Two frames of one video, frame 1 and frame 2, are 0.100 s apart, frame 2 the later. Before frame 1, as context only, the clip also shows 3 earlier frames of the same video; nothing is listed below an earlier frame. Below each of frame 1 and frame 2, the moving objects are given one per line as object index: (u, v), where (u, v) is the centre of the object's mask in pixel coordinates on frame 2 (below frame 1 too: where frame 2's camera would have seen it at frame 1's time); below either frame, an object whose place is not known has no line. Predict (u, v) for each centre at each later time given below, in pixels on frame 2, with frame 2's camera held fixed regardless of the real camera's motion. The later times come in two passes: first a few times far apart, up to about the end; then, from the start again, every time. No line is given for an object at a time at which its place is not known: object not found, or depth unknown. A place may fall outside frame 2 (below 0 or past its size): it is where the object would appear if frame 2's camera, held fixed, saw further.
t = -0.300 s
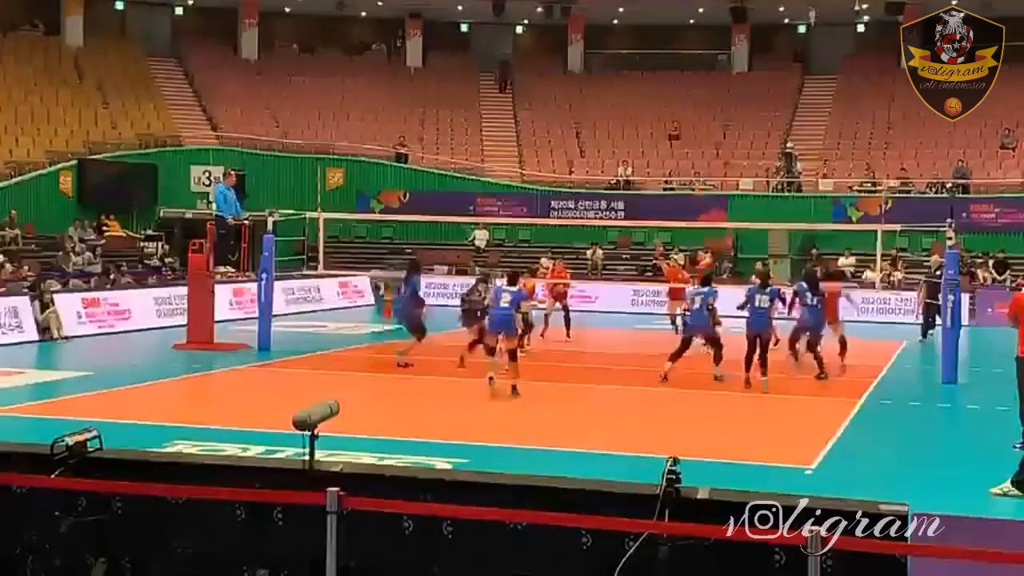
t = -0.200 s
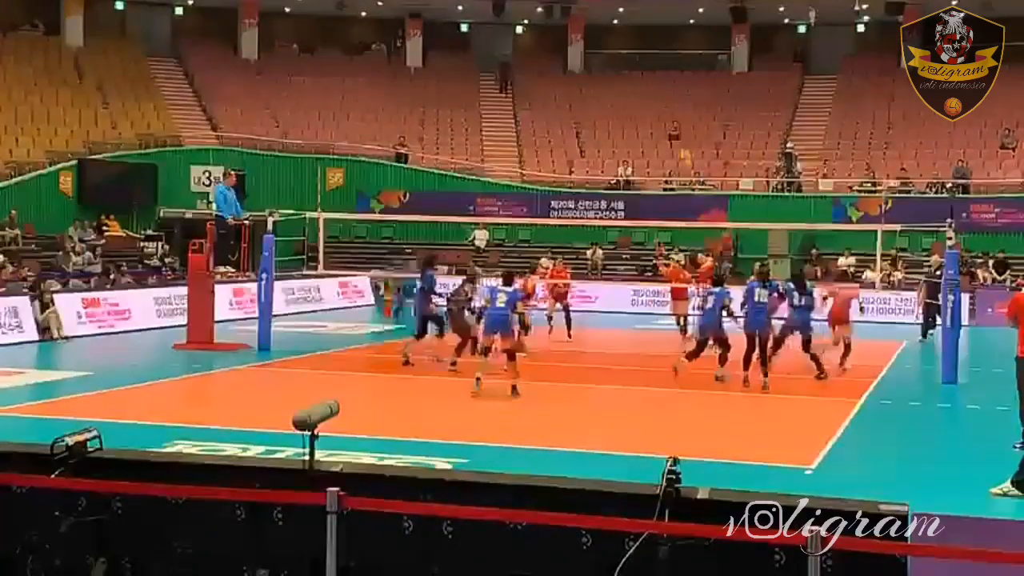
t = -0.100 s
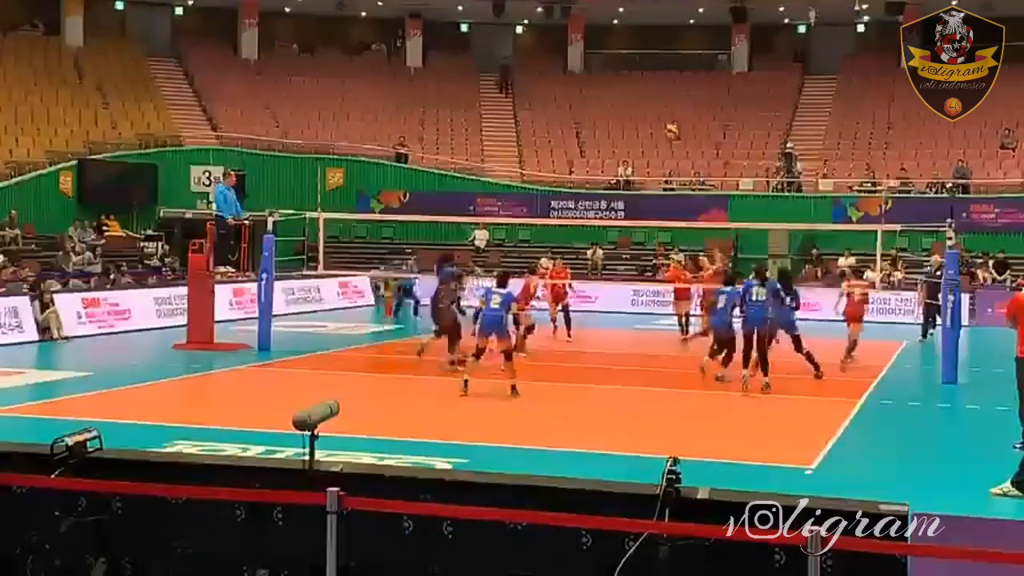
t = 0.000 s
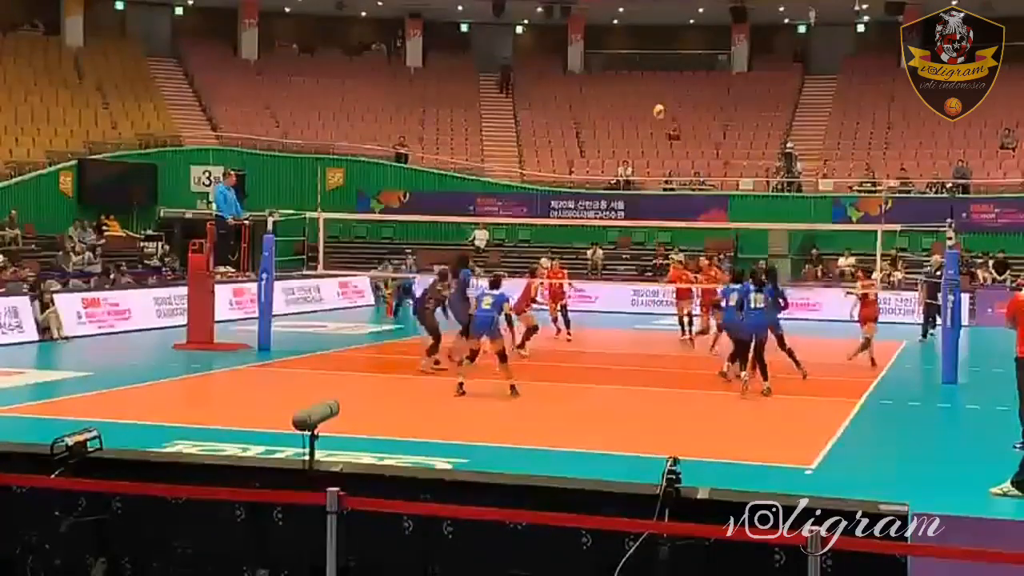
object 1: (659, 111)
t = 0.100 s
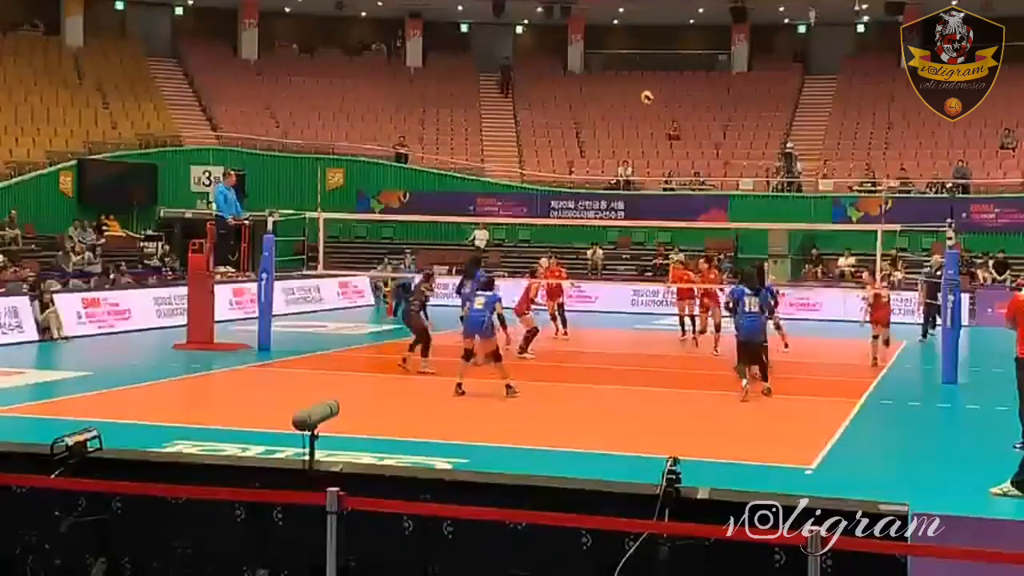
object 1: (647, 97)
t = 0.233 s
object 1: (629, 88)
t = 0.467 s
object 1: (598, 98)
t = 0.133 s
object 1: (642, 94)
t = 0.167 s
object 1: (638, 91)
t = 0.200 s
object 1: (633, 89)
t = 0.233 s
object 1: (629, 88)
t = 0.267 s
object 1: (624, 87)
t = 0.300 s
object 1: (619, 87)
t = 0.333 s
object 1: (615, 88)
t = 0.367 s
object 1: (611, 89)
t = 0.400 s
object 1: (606, 92)
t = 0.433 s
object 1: (602, 95)
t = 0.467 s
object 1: (598, 98)
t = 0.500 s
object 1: (593, 102)
